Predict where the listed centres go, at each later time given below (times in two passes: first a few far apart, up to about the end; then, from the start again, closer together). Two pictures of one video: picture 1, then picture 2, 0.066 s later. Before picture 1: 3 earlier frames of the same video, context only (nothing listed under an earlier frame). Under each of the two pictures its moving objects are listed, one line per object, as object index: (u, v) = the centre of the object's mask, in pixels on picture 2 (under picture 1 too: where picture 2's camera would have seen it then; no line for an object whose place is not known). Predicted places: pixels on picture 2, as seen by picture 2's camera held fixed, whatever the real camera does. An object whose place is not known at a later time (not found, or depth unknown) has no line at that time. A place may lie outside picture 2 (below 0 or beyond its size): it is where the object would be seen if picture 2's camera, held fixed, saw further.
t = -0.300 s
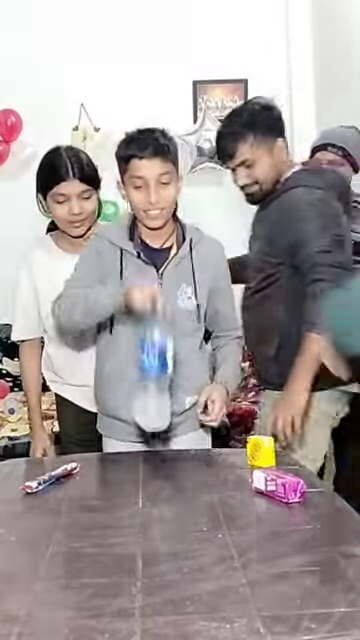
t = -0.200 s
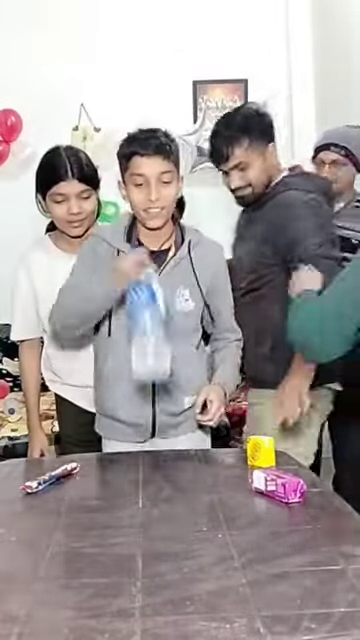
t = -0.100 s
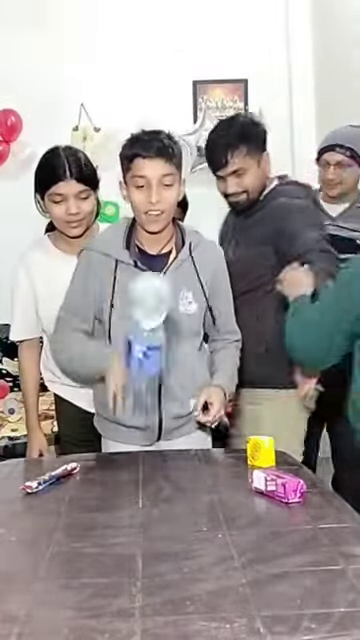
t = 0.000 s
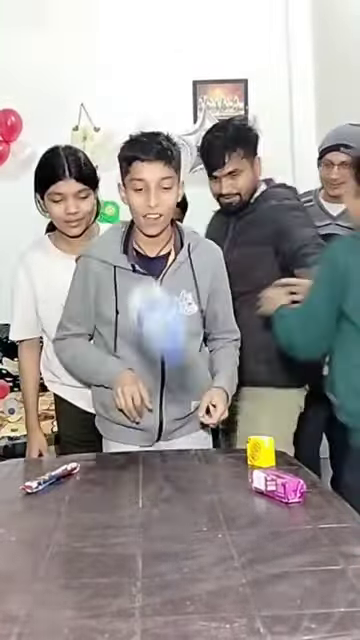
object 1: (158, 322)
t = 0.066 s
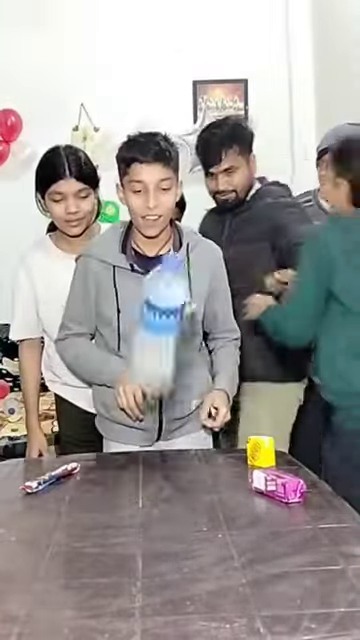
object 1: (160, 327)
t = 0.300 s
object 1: (167, 444)
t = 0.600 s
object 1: (191, 472)
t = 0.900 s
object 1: (199, 521)
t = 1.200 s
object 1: (211, 520)
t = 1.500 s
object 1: (207, 521)
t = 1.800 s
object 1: (208, 520)
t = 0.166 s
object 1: (164, 435)
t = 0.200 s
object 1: (164, 441)
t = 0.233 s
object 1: (162, 444)
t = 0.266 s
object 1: (163, 443)
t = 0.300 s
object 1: (167, 444)
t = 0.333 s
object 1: (170, 444)
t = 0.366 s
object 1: (174, 445)
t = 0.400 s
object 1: (177, 446)
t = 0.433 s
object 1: (179, 449)
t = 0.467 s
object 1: (182, 450)
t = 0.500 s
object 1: (183, 456)
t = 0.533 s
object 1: (186, 458)
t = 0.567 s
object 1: (189, 464)
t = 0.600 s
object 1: (191, 472)
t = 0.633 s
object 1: (196, 485)
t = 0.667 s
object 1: (201, 505)
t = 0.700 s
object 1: (200, 519)
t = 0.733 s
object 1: (198, 513)
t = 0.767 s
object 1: (199, 514)
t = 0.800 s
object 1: (200, 520)
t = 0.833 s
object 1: (200, 520)
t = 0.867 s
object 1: (199, 521)
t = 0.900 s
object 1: (199, 521)
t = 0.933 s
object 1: (201, 521)
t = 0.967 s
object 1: (203, 521)
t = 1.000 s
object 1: (206, 521)
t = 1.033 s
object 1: (207, 520)
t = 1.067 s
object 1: (208, 520)
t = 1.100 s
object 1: (207, 521)
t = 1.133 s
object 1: (208, 520)
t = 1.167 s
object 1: (209, 520)
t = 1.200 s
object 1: (211, 520)
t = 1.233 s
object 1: (212, 520)
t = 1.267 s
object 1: (213, 520)
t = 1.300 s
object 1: (212, 520)
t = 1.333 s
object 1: (210, 520)
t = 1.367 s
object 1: (209, 520)
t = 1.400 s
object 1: (208, 521)
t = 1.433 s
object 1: (208, 521)
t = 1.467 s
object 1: (207, 521)
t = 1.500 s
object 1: (207, 521)
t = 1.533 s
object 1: (206, 521)
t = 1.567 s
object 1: (205, 521)
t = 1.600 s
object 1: (205, 521)
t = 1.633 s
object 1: (204, 521)
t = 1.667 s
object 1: (205, 521)
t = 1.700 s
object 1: (205, 521)
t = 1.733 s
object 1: (207, 521)
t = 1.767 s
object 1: (209, 521)
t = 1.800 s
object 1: (208, 520)
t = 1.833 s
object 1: (207, 521)
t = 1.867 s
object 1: (208, 520)
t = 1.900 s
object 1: (209, 520)
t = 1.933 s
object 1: (210, 520)
